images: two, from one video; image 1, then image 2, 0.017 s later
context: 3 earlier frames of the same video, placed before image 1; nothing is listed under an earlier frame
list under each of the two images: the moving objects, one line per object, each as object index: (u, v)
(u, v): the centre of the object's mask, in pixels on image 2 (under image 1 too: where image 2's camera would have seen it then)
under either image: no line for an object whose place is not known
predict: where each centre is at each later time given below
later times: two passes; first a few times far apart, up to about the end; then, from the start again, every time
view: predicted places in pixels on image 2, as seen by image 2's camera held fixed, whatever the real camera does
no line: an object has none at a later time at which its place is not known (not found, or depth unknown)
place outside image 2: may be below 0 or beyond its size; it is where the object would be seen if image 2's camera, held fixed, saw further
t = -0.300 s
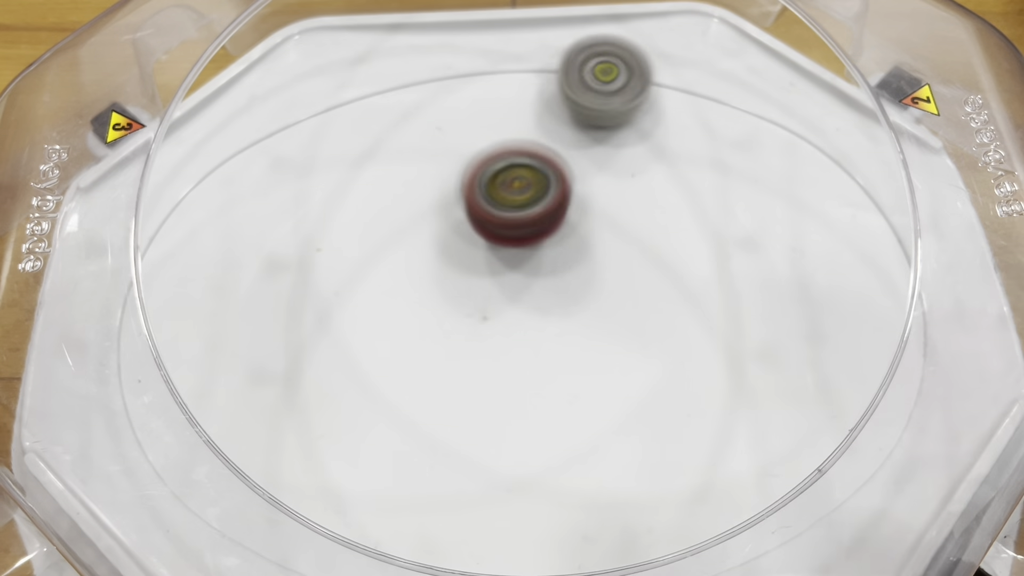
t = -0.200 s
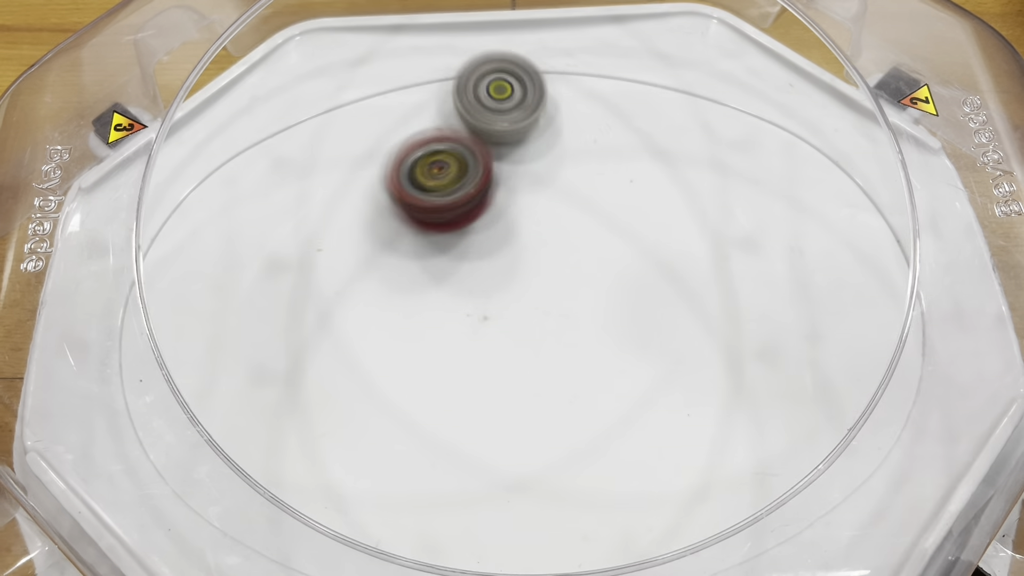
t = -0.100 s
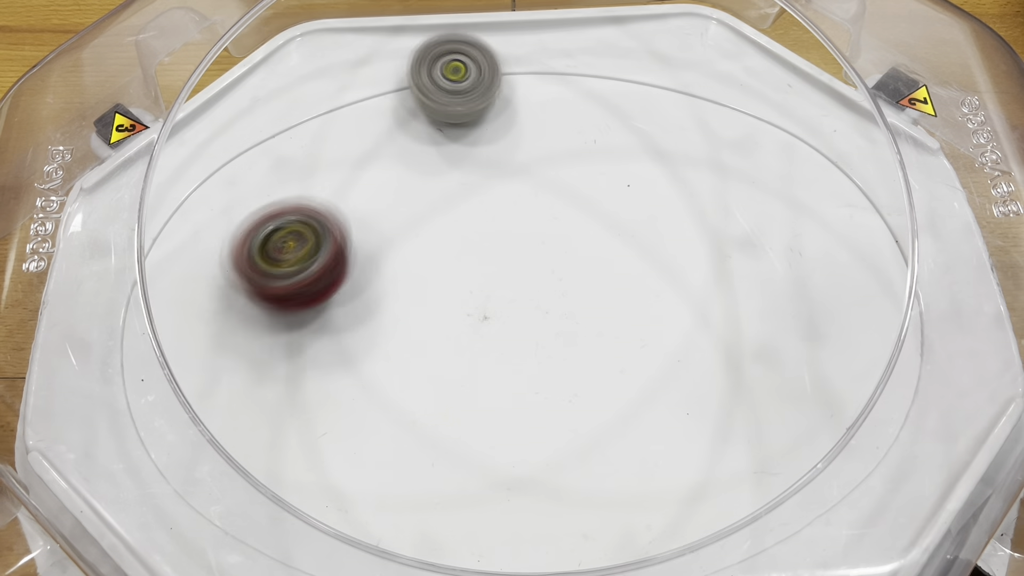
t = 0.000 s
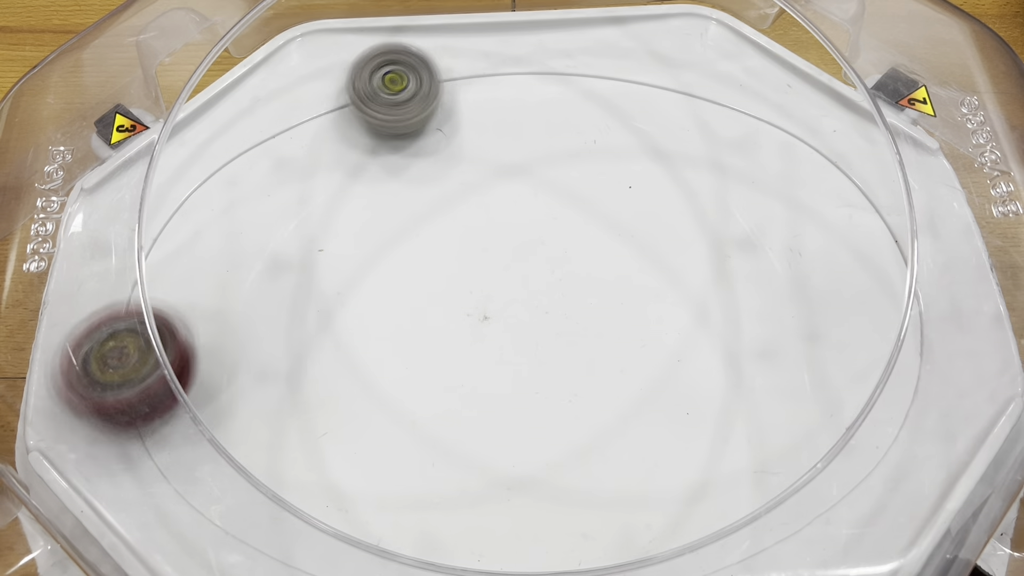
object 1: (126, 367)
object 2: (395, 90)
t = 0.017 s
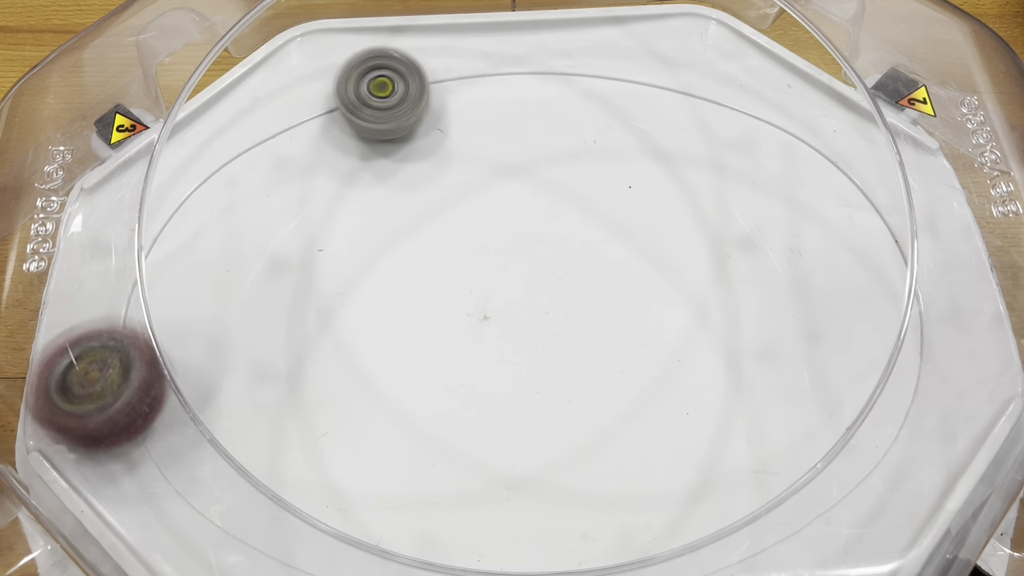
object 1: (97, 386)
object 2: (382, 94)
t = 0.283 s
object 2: (266, 264)
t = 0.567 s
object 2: (428, 439)
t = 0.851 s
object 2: (733, 366)
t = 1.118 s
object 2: (820, 196)
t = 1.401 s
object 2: (663, 140)
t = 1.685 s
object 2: (461, 273)
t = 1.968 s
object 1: (771, 123)
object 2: (505, 423)
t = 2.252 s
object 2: (701, 401)
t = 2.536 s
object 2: (740, 275)
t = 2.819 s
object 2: (580, 245)
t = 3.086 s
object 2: (401, 319)
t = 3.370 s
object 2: (392, 409)
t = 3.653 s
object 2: (436, 414)
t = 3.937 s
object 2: (94, 365)
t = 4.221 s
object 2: (128, 328)
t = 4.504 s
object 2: (248, 319)
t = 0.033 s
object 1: (77, 409)
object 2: (372, 100)
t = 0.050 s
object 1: (65, 424)
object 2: (360, 107)
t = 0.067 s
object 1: (93, 403)
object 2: (355, 111)
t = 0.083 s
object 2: (347, 119)
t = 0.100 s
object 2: (338, 126)
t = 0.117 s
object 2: (328, 138)
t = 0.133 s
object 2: (319, 148)
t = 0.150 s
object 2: (309, 160)
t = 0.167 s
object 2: (300, 172)
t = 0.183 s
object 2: (293, 182)
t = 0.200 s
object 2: (285, 196)
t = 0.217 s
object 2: (281, 208)
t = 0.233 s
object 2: (276, 225)
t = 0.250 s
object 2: (272, 237)
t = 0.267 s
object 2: (269, 252)
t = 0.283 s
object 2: (266, 264)
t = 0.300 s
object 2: (266, 278)
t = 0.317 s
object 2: (265, 293)
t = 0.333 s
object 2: (268, 305)
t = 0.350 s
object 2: (271, 321)
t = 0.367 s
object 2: (274, 333)
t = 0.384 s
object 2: (281, 347)
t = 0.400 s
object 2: (287, 358)
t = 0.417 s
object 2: (297, 370)
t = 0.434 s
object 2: (307, 381)
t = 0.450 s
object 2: (318, 386)
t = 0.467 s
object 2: (332, 399)
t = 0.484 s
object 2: (344, 407)
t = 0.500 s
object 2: (360, 413)
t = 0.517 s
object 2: (376, 422)
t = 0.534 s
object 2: (393, 429)
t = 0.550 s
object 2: (411, 435)
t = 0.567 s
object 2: (428, 439)
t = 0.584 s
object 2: (448, 441)
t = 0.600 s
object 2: (467, 443)
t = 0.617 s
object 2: (485, 444)
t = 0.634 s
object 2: (506, 444)
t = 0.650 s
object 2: (524, 443)
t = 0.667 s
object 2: (544, 441)
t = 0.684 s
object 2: (564, 438)
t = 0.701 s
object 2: (582, 434)
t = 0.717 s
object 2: (602, 429)
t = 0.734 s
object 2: (621, 424)
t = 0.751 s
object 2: (638, 418)
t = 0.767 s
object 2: (659, 410)
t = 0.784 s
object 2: (676, 401)
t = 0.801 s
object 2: (692, 393)
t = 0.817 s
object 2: (707, 382)
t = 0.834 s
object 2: (720, 376)
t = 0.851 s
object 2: (733, 366)
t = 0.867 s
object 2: (747, 355)
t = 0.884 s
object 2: (757, 348)
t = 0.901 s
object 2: (768, 337)
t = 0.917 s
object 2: (778, 326)
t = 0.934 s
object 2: (786, 316)
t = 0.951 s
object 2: (794, 307)
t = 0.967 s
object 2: (802, 294)
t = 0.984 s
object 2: (806, 285)
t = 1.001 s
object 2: (812, 271)
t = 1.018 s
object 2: (817, 261)
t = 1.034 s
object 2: (819, 250)
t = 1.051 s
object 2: (821, 237)
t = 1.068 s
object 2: (823, 226)
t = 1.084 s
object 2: (822, 217)
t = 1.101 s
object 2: (821, 205)
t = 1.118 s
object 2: (820, 196)
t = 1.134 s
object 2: (816, 187)
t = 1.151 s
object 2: (813, 178)
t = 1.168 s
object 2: (808, 172)
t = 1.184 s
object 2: (802, 165)
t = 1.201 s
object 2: (797, 159)
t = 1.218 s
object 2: (789, 154)
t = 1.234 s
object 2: (781, 149)
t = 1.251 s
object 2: (773, 146)
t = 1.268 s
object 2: (762, 144)
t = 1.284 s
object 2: (752, 142)
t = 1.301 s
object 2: (741, 140)
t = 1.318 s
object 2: (729, 140)
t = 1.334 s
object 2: (717, 138)
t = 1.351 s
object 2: (704, 138)
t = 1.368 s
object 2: (691, 140)
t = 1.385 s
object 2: (677, 139)
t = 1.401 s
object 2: (663, 140)
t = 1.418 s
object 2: (649, 143)
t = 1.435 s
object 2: (634, 145)
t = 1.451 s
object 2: (620, 148)
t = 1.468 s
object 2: (606, 153)
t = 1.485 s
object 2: (591, 160)
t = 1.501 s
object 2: (577, 166)
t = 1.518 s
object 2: (564, 173)
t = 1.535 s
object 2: (550, 181)
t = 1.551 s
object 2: (538, 190)
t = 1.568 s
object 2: (526, 197)
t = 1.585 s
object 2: (514, 208)
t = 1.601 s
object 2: (503, 218)
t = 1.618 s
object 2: (493, 228)
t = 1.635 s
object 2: (483, 240)
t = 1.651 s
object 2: (475, 252)
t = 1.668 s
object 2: (468, 262)
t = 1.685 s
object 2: (461, 273)
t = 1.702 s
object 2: (456, 282)
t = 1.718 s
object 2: (452, 292)
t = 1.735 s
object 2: (449, 304)
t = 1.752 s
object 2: (446, 313)
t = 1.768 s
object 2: (446, 325)
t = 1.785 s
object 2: (446, 334)
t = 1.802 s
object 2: (447, 343)
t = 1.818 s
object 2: (450, 353)
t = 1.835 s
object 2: (453, 365)
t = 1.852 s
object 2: (456, 375)
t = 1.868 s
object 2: (460, 381)
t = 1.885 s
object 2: (466, 393)
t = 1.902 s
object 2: (473, 400)
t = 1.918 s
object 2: (479, 405)
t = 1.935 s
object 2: (488, 414)
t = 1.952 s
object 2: (497, 418)
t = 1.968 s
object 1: (771, 123)
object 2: (505, 423)
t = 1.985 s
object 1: (763, 108)
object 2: (514, 428)
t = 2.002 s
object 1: (752, 96)
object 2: (527, 432)
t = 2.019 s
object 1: (740, 87)
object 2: (537, 434)
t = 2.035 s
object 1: (728, 77)
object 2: (548, 436)
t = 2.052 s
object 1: (713, 68)
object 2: (561, 437)
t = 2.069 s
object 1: (698, 61)
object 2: (574, 437)
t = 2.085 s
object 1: (683, 56)
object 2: (585, 437)
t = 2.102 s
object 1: (666, 50)
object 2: (597, 435)
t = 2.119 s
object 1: (649, 46)
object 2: (611, 434)
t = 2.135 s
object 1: (631, 41)
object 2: (624, 432)
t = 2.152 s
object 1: (612, 39)
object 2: (635, 429)
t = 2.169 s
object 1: (593, 38)
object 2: (646, 426)
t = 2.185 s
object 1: (573, 37)
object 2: (659, 421)
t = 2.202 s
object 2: (671, 417)
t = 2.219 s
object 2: (680, 413)
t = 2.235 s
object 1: (508, 37)
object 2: (691, 407)
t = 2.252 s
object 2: (701, 401)
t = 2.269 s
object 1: (462, 42)
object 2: (710, 393)
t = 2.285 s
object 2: (716, 389)
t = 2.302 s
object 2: (722, 382)
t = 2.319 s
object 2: (729, 372)
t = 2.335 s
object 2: (733, 365)
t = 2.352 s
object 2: (736, 358)
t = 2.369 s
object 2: (739, 349)
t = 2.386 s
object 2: (742, 340)
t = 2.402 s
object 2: (744, 333)
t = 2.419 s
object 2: (745, 326)
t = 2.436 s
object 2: (746, 319)
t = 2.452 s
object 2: (747, 311)
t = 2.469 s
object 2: (749, 301)
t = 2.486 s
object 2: (747, 296)
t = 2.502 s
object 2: (745, 289)
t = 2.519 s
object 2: (743, 281)
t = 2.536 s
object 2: (740, 275)
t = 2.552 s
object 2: (735, 270)
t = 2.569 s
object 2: (729, 265)
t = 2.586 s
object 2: (725, 262)
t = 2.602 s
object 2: (719, 256)
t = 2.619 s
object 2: (711, 254)
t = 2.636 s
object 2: (702, 249)
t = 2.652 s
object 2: (694, 247)
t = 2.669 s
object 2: (685, 246)
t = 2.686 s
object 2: (675, 246)
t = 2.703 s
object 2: (663, 245)
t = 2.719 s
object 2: (652, 244)
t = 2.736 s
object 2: (641, 243)
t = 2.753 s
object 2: (629, 244)
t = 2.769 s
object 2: (616, 244)
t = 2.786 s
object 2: (604, 243)
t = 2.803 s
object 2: (592, 244)
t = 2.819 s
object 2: (580, 245)
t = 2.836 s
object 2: (567, 247)
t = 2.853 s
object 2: (553, 249)
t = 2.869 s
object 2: (540, 251)
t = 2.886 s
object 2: (527, 254)
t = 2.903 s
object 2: (513, 258)
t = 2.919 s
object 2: (499, 264)
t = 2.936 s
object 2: (488, 268)
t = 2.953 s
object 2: (477, 272)
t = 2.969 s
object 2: (464, 278)
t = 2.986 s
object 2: (454, 283)
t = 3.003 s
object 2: (443, 287)
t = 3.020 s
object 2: (435, 293)
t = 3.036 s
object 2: (426, 300)
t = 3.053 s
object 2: (418, 305)
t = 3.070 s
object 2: (408, 312)
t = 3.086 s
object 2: (401, 319)
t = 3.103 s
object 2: (395, 325)
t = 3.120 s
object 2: (389, 333)
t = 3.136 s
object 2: (383, 340)
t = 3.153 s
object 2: (377, 347)
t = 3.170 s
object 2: (373, 353)
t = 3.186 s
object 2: (371, 358)
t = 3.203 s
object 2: (368, 364)
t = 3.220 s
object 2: (367, 368)
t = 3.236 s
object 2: (366, 373)
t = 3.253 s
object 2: (366, 378)
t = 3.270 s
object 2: (369, 383)
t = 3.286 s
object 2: (372, 388)
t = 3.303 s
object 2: (375, 392)
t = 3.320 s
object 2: (378, 395)
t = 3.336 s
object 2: (381, 400)
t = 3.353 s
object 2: (386, 404)
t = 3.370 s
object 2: (392, 409)
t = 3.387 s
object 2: (397, 413)
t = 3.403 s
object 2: (400, 417)
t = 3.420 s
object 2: (405, 420)
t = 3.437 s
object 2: (412, 422)
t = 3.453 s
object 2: (421, 424)
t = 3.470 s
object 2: (430, 426)
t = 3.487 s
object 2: (438, 426)
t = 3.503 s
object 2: (446, 426)
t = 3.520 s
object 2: (453, 426)
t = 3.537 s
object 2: (462, 423)
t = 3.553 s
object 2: (470, 421)
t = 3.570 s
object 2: (477, 419)
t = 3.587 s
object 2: (484, 415)
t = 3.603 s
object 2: (489, 412)
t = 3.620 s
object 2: (494, 406)
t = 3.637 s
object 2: (478, 407)
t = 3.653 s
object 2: (436, 414)
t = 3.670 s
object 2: (399, 418)
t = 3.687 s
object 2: (363, 421)
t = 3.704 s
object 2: (326, 424)
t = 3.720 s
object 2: (290, 425)
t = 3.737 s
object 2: (261, 424)
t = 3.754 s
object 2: (225, 430)
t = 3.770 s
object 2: (195, 430)
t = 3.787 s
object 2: (163, 429)
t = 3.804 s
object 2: (133, 430)
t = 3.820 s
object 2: (124, 418)
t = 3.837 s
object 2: (115, 405)
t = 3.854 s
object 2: (110, 396)
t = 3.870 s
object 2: (106, 390)
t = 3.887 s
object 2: (105, 385)
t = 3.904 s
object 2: (105, 382)
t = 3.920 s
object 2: (99, 373)
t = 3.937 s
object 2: (94, 365)
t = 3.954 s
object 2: (92, 360)
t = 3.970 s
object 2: (91, 357)
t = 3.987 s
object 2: (93, 355)
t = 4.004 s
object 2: (95, 355)
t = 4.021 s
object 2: (94, 348)
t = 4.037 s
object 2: (92, 342)
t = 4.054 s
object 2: (92, 339)
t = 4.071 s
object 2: (95, 337)
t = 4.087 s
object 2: (97, 338)
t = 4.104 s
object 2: (101, 333)
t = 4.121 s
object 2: (96, 330)
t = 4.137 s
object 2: (101, 326)
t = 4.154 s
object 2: (105, 326)
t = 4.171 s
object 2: (103, 331)
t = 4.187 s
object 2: (118, 334)
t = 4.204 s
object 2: (124, 331)
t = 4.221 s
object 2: (128, 328)
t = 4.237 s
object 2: (136, 328)
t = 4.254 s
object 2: (143, 327)
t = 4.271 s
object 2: (144, 323)
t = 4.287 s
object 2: (152, 319)
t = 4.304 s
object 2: (160, 320)
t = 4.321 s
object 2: (168, 322)
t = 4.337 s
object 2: (175, 320)
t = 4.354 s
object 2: (189, 316)
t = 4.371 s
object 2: (193, 315)
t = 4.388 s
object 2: (198, 317)
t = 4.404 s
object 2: (204, 321)
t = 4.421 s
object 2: (210, 320)
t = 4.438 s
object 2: (215, 316)
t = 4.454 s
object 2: (222, 315)
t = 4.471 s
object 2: (231, 317)
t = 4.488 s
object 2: (241, 320)
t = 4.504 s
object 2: (248, 319)
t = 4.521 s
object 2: (256, 315)
